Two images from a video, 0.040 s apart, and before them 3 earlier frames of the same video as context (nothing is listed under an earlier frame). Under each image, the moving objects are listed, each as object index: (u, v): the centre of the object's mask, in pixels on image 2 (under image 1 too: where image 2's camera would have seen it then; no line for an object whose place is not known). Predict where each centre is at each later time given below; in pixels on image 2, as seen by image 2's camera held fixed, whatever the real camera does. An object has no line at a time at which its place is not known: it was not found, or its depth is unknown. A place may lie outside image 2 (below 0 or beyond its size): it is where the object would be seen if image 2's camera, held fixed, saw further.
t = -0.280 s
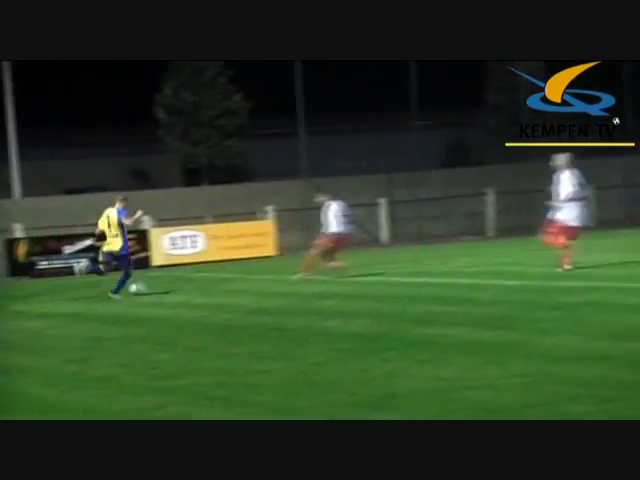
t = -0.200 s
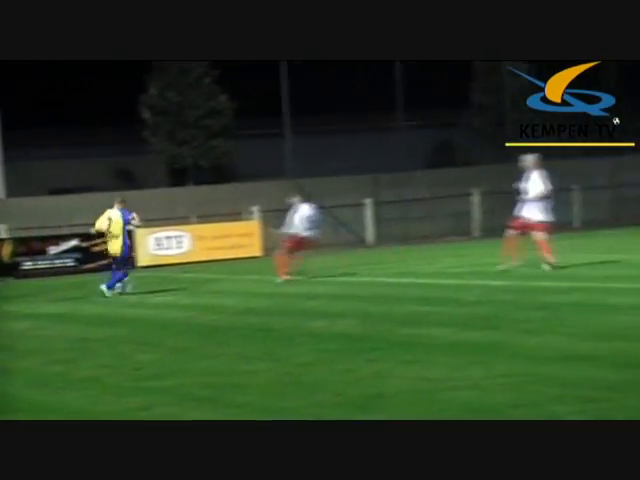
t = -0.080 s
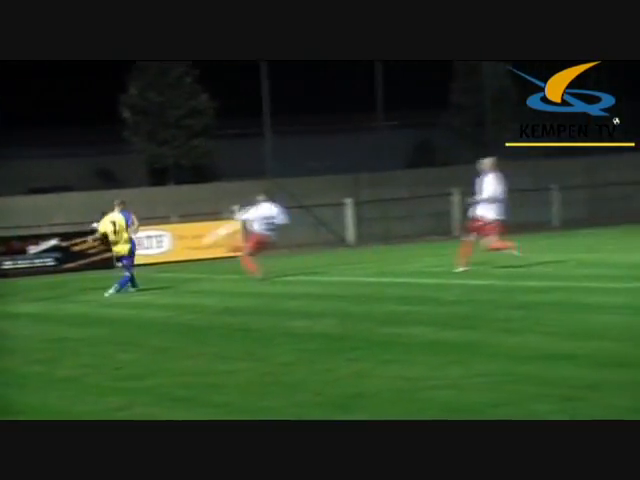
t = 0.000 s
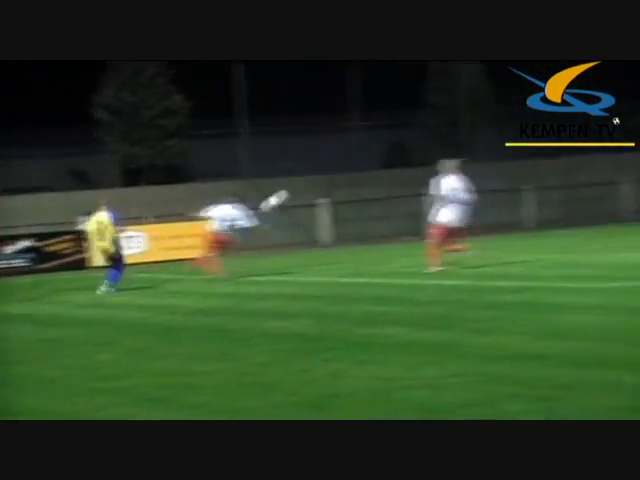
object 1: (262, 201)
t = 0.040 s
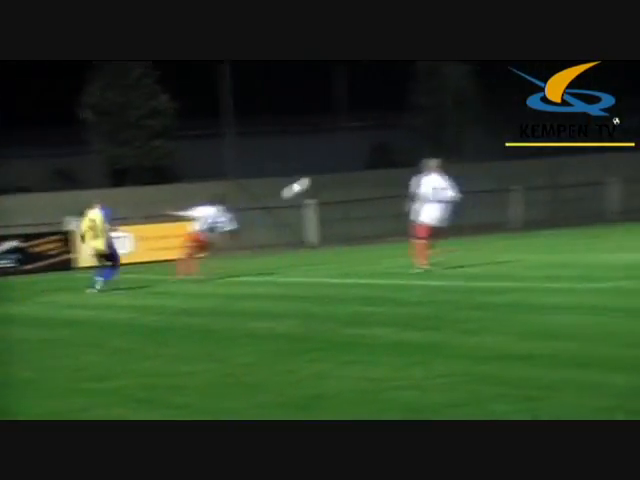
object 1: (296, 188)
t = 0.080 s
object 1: (326, 177)
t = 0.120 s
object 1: (339, 170)
